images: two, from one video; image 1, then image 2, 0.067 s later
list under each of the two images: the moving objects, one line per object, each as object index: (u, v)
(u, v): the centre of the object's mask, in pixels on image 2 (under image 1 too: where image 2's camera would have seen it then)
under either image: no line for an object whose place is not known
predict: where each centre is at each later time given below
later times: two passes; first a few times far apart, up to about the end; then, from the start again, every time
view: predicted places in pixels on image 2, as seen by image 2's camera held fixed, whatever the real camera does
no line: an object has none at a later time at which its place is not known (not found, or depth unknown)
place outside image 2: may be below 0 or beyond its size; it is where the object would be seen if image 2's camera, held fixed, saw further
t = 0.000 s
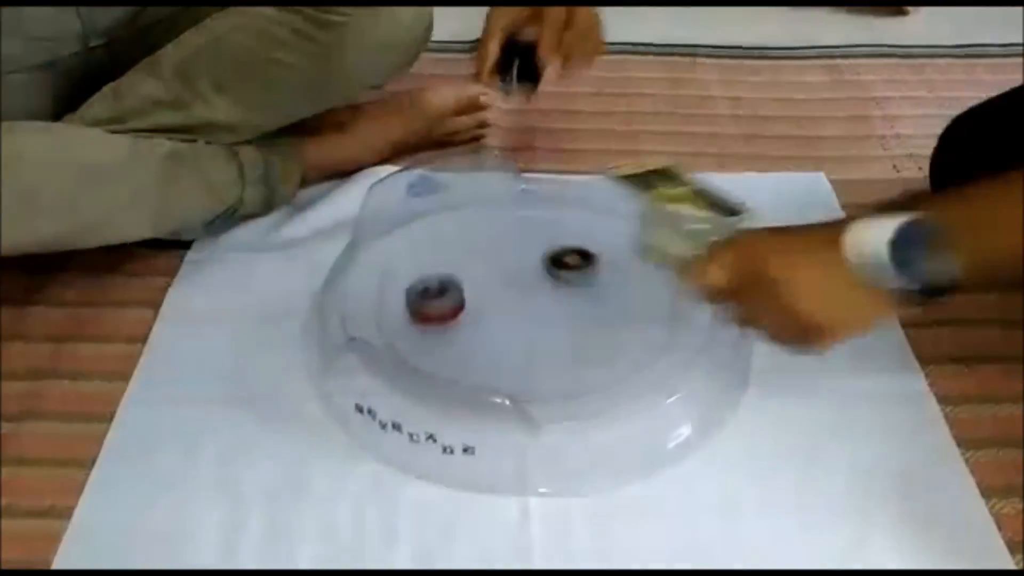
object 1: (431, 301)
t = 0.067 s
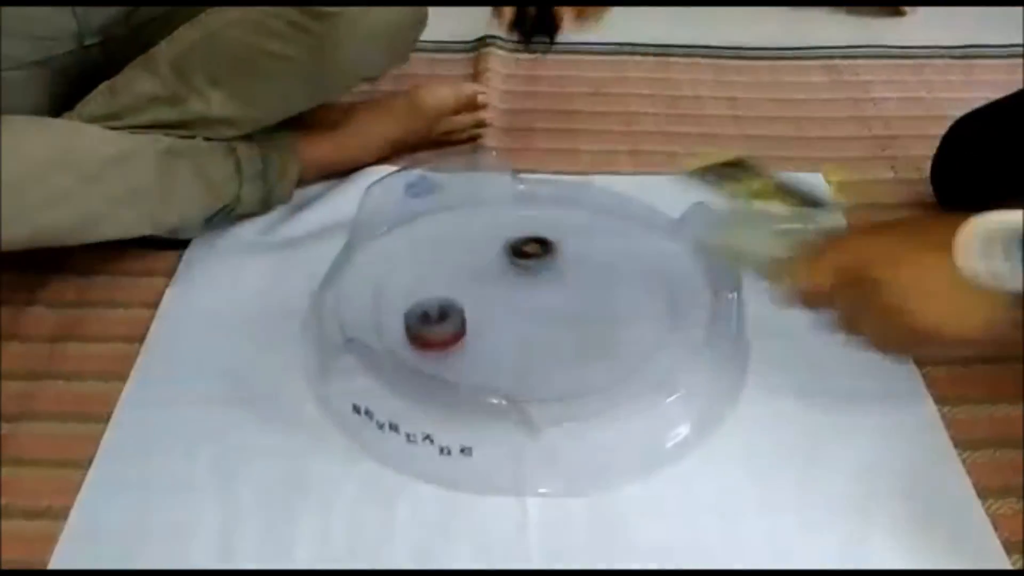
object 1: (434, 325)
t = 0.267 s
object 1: (504, 371)
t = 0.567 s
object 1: (607, 320)
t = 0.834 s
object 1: (516, 254)
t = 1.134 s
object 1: (384, 294)
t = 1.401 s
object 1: (498, 352)
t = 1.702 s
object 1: (621, 261)
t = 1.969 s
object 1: (562, 211)
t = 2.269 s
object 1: (595, 329)
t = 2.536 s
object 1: (591, 310)
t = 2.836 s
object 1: (627, 246)
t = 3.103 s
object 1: (571, 246)
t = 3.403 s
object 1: (539, 297)
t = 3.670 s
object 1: (593, 310)
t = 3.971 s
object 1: (574, 276)
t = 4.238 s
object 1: (470, 286)
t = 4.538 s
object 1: (437, 321)
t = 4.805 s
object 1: (478, 315)
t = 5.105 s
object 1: (477, 255)
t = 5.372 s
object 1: (392, 237)
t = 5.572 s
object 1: (406, 259)
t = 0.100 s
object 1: (439, 337)
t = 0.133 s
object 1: (448, 348)
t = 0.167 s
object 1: (459, 358)
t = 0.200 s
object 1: (470, 366)
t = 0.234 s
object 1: (489, 369)
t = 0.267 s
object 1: (504, 371)
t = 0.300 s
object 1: (524, 369)
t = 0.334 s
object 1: (541, 367)
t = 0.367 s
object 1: (556, 367)
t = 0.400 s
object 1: (570, 362)
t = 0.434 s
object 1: (584, 357)
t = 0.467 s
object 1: (593, 349)
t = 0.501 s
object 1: (600, 340)
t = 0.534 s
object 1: (605, 330)
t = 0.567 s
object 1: (607, 320)
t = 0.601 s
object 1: (605, 309)
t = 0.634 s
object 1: (599, 299)
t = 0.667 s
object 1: (592, 287)
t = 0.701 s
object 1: (581, 278)
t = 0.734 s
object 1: (567, 270)
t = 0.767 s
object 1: (551, 264)
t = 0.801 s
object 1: (533, 258)
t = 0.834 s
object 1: (516, 254)
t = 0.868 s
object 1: (498, 251)
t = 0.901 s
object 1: (481, 249)
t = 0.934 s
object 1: (463, 249)
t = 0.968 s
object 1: (446, 250)
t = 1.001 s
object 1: (431, 256)
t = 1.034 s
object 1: (416, 261)
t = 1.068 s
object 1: (403, 271)
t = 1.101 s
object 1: (392, 284)
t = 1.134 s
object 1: (384, 294)
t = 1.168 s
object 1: (381, 302)
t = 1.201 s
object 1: (382, 311)
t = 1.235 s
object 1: (395, 323)
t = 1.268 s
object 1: (410, 334)
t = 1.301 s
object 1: (430, 343)
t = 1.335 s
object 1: (451, 349)
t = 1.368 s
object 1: (474, 352)
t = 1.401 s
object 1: (498, 352)
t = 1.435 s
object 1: (523, 350)
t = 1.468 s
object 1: (547, 345)
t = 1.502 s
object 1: (571, 339)
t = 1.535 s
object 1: (590, 328)
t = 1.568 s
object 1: (605, 317)
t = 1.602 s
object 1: (615, 304)
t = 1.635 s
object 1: (622, 290)
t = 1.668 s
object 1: (623, 275)
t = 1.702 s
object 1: (621, 261)
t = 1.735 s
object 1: (616, 250)
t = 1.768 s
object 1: (610, 238)
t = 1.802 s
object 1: (602, 226)
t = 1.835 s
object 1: (593, 217)
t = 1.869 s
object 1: (581, 209)
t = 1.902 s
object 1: (569, 202)
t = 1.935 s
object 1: (559, 200)
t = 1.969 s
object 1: (562, 211)
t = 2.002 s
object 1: (576, 235)
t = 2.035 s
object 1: (587, 255)
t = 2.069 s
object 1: (595, 272)
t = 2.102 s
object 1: (600, 287)
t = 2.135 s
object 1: (602, 300)
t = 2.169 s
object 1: (603, 309)
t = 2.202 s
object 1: (600, 319)
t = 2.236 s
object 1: (599, 323)
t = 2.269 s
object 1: (595, 329)
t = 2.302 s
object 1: (592, 332)
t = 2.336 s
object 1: (589, 333)
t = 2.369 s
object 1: (586, 333)
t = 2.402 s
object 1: (584, 331)
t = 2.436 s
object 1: (583, 328)
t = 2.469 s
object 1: (581, 324)
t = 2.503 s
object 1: (579, 319)
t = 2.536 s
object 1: (591, 310)
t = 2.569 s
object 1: (608, 299)
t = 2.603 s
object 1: (623, 287)
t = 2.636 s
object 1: (630, 279)
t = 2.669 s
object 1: (638, 270)
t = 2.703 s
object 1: (643, 263)
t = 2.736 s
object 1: (642, 257)
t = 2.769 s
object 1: (638, 252)
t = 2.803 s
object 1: (633, 248)
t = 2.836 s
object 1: (627, 246)
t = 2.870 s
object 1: (620, 245)
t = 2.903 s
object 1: (610, 245)
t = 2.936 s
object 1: (597, 245)
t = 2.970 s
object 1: (586, 245)
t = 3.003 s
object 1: (585, 240)
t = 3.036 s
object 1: (583, 240)
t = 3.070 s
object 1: (579, 241)
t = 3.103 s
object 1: (571, 246)
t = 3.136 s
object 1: (565, 251)
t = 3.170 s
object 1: (557, 255)
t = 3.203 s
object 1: (551, 261)
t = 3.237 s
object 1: (546, 267)
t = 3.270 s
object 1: (542, 274)
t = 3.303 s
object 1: (539, 280)
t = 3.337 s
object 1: (538, 286)
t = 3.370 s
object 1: (538, 292)
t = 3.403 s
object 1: (539, 297)
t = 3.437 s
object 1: (541, 302)
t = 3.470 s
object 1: (544, 307)
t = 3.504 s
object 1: (549, 310)
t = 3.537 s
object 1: (553, 311)
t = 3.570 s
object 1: (560, 313)
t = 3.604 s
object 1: (567, 312)
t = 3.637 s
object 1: (579, 311)
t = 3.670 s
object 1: (593, 310)
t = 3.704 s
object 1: (601, 308)
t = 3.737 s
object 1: (605, 304)
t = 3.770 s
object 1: (610, 299)
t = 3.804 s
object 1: (609, 295)
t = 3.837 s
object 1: (605, 290)
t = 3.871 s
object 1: (600, 284)
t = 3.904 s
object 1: (595, 280)
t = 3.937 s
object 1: (586, 278)
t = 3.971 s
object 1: (574, 276)
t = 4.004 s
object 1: (561, 276)
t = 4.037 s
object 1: (548, 275)
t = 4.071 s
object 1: (534, 275)
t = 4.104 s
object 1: (521, 275)
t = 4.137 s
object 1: (508, 277)
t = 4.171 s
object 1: (493, 281)
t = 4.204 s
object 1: (482, 282)
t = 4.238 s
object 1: (470, 286)
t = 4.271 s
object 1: (460, 289)
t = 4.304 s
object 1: (451, 293)
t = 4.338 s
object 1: (444, 297)
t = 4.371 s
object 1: (439, 301)
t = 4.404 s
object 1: (435, 307)
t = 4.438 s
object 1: (432, 311)
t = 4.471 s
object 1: (433, 314)
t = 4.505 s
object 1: (434, 318)
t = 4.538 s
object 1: (437, 321)
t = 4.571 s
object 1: (439, 323)
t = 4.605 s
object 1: (440, 324)
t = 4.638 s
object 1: (444, 325)
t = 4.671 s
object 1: (448, 325)
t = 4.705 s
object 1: (454, 324)
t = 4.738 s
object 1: (461, 321)
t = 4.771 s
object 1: (470, 319)
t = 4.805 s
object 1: (478, 315)
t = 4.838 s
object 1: (484, 310)
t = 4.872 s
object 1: (489, 304)
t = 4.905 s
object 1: (490, 299)
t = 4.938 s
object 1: (491, 293)
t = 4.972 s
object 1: (490, 285)
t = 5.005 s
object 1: (488, 277)
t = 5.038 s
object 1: (486, 270)
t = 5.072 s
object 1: (482, 263)
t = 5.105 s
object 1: (477, 255)
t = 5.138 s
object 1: (471, 250)
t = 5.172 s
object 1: (464, 244)
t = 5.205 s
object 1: (446, 239)
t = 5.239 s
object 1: (429, 238)
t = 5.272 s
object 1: (414, 237)
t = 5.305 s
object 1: (404, 236)
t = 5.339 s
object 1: (397, 236)
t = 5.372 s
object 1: (392, 237)
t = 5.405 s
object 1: (390, 239)
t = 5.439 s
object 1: (388, 241)
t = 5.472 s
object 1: (389, 245)
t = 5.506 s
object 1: (392, 249)
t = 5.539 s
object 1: (398, 254)
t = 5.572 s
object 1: (406, 259)
